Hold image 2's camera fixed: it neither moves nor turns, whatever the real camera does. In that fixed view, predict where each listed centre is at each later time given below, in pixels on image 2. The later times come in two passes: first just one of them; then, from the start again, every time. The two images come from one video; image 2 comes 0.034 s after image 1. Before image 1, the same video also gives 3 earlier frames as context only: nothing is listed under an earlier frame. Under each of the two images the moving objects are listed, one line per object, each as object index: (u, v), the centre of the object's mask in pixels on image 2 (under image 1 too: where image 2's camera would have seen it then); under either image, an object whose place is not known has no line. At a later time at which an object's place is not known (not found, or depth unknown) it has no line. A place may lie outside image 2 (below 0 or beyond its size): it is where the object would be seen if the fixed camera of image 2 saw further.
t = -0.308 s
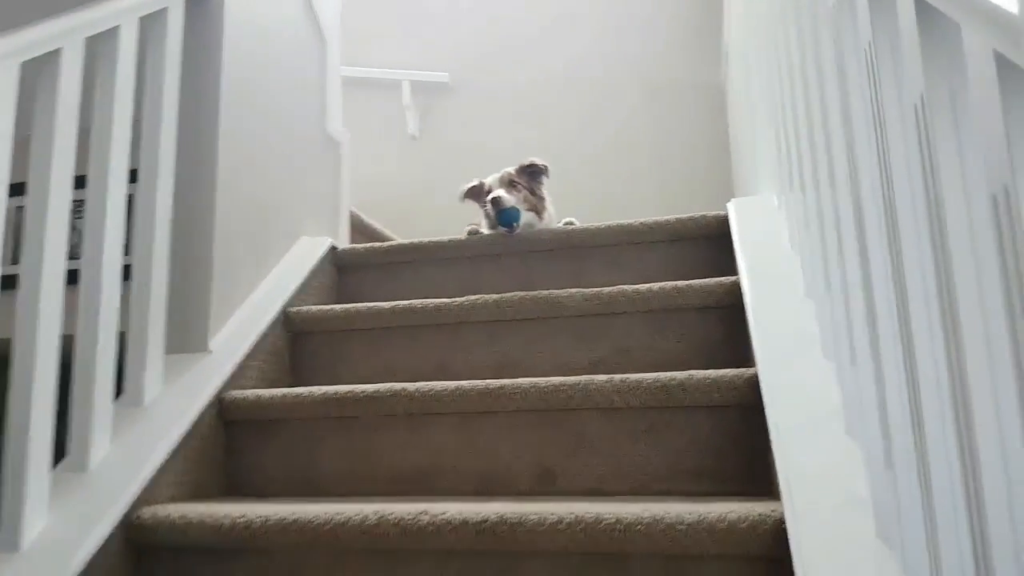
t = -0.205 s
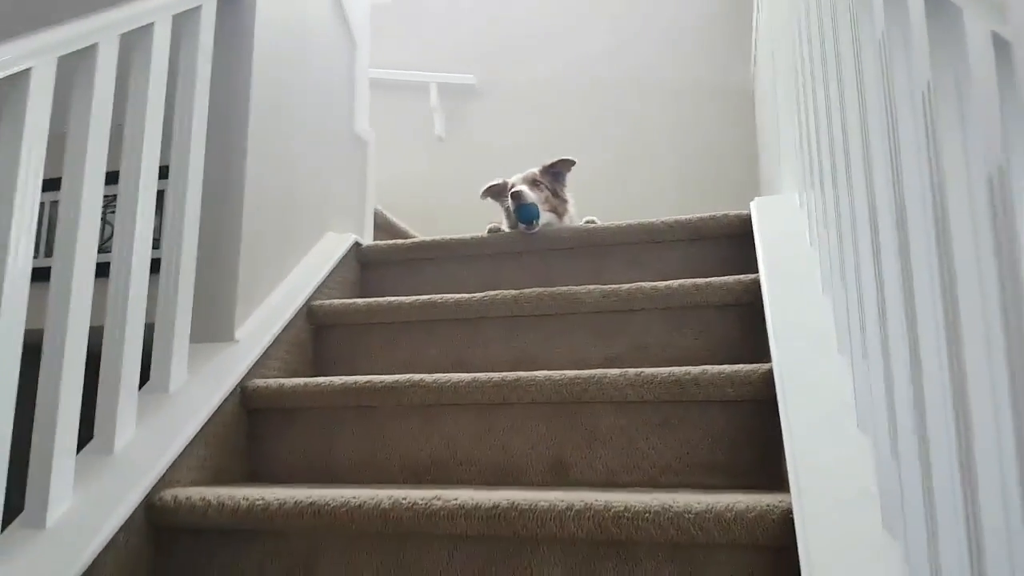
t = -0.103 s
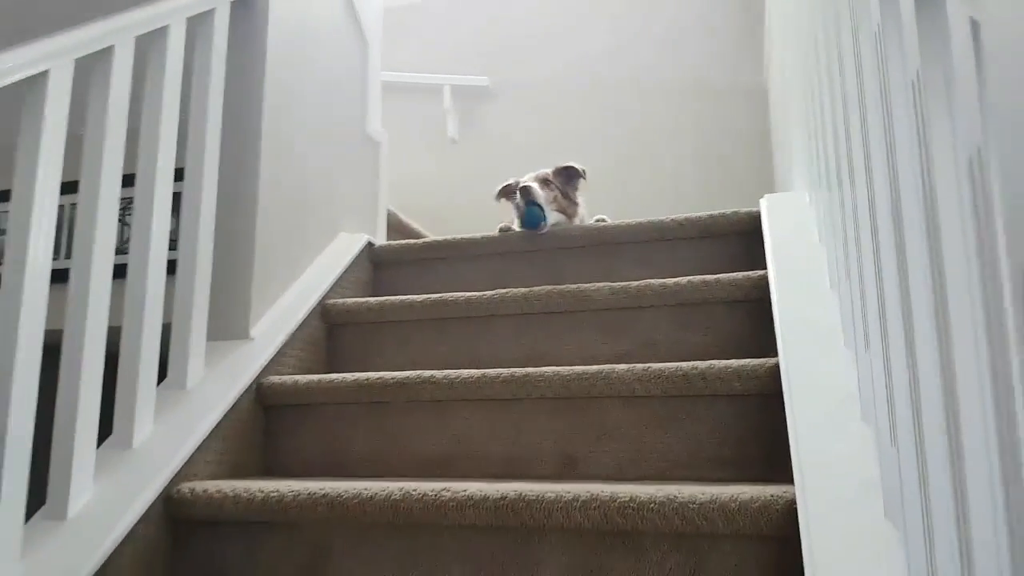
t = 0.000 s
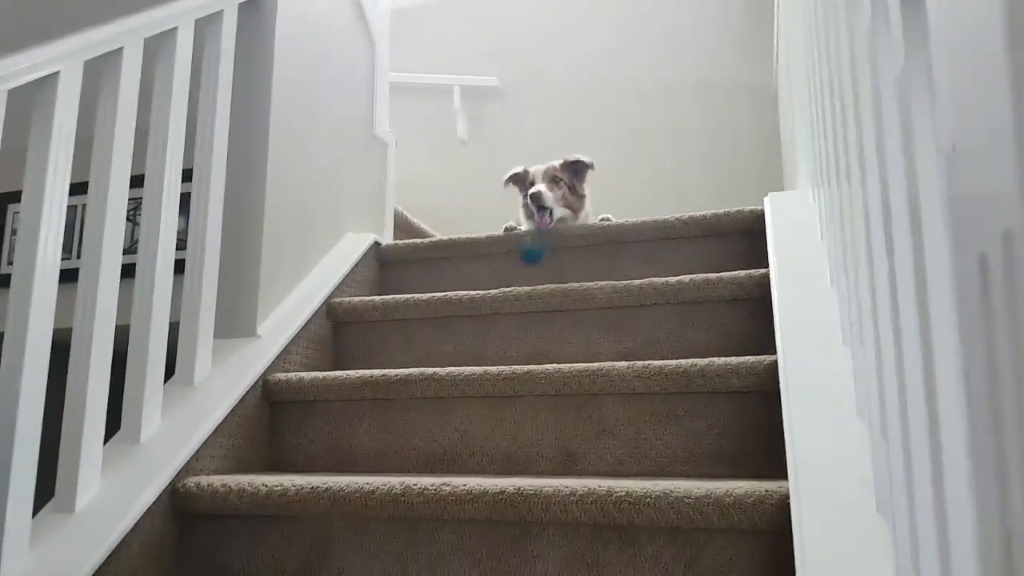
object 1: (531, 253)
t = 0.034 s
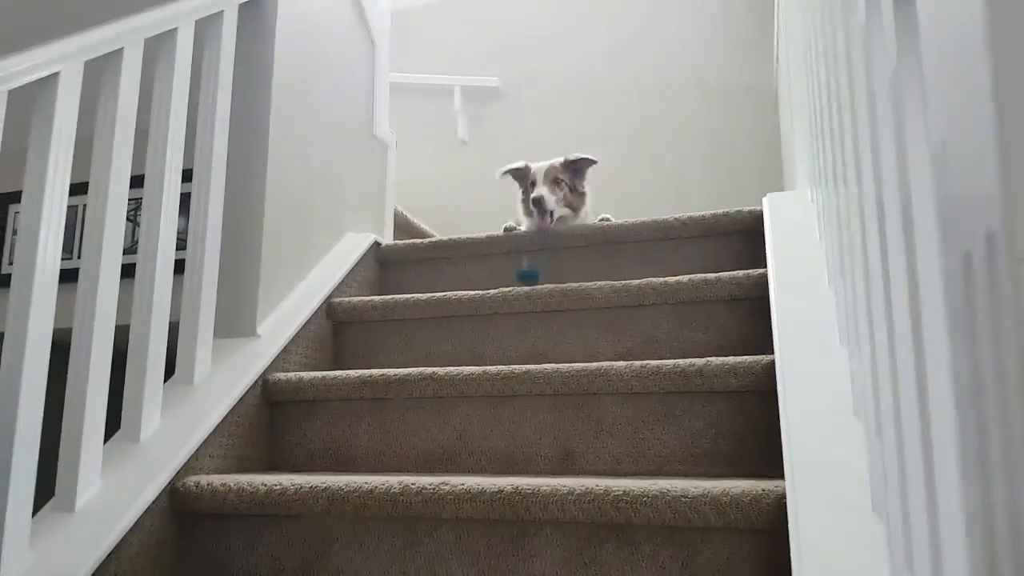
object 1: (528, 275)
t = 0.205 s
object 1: (518, 248)
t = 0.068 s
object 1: (526, 276)
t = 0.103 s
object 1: (524, 263)
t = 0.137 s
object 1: (522, 254)
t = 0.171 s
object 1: (520, 249)
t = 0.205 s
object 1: (518, 248)
